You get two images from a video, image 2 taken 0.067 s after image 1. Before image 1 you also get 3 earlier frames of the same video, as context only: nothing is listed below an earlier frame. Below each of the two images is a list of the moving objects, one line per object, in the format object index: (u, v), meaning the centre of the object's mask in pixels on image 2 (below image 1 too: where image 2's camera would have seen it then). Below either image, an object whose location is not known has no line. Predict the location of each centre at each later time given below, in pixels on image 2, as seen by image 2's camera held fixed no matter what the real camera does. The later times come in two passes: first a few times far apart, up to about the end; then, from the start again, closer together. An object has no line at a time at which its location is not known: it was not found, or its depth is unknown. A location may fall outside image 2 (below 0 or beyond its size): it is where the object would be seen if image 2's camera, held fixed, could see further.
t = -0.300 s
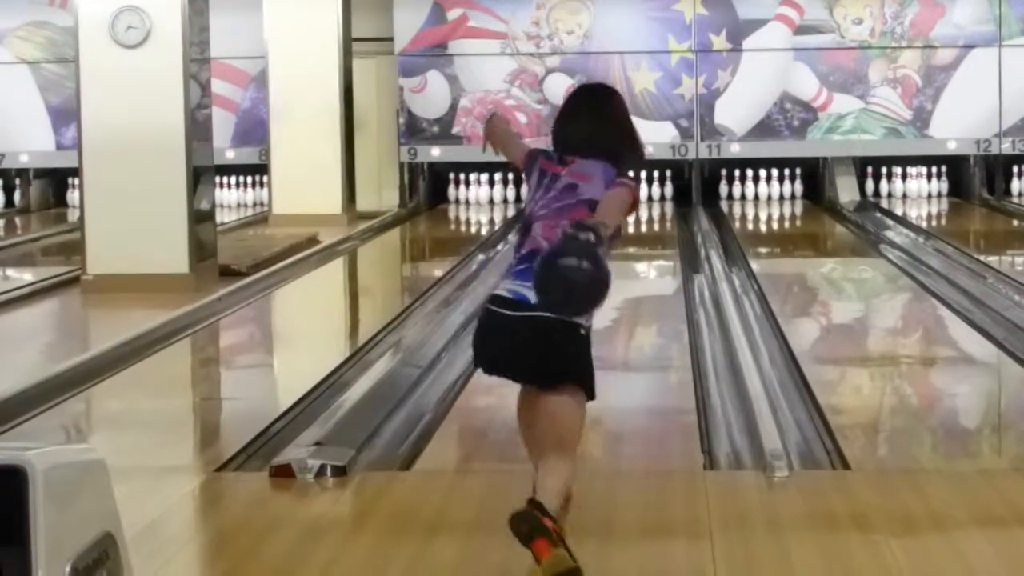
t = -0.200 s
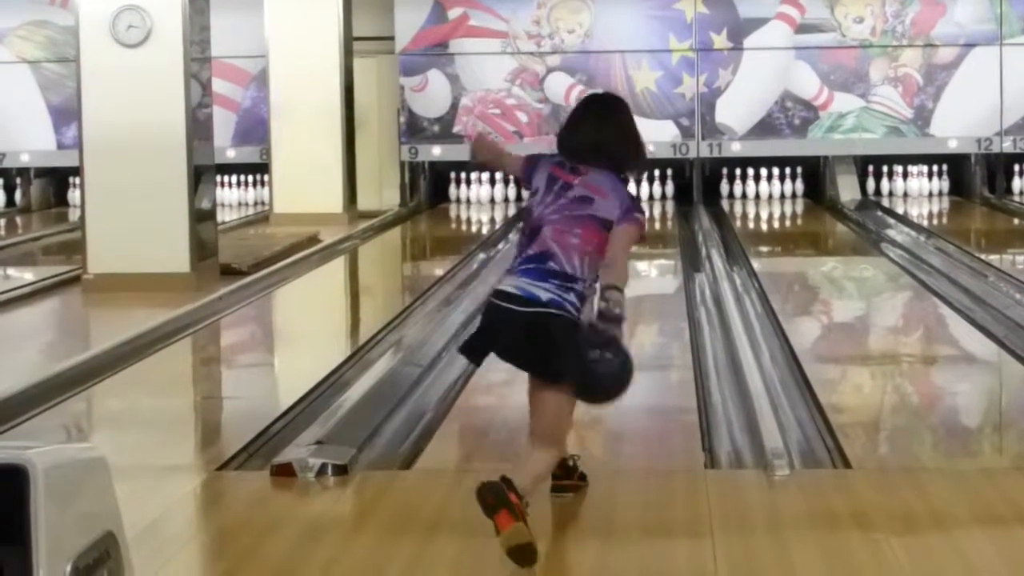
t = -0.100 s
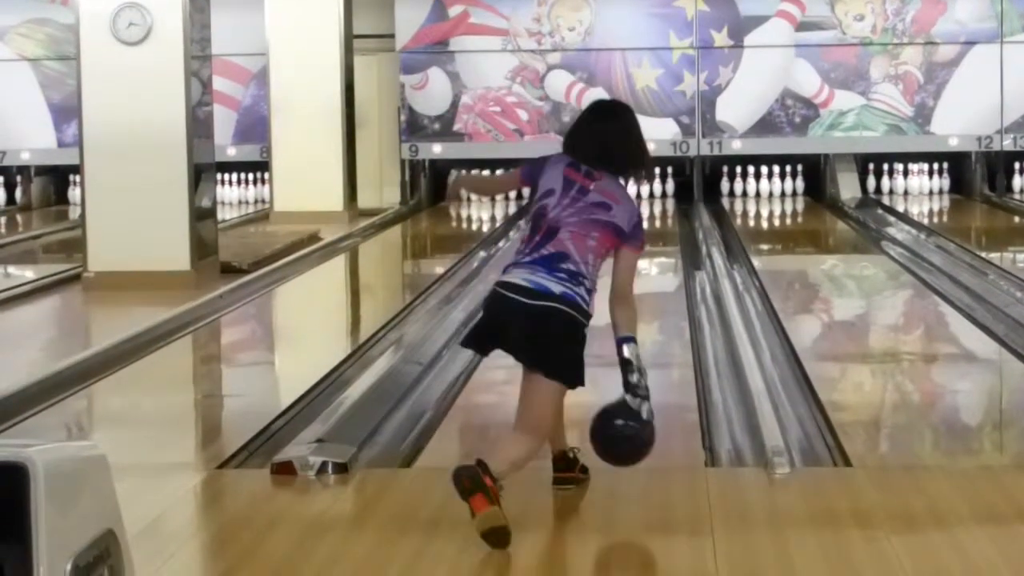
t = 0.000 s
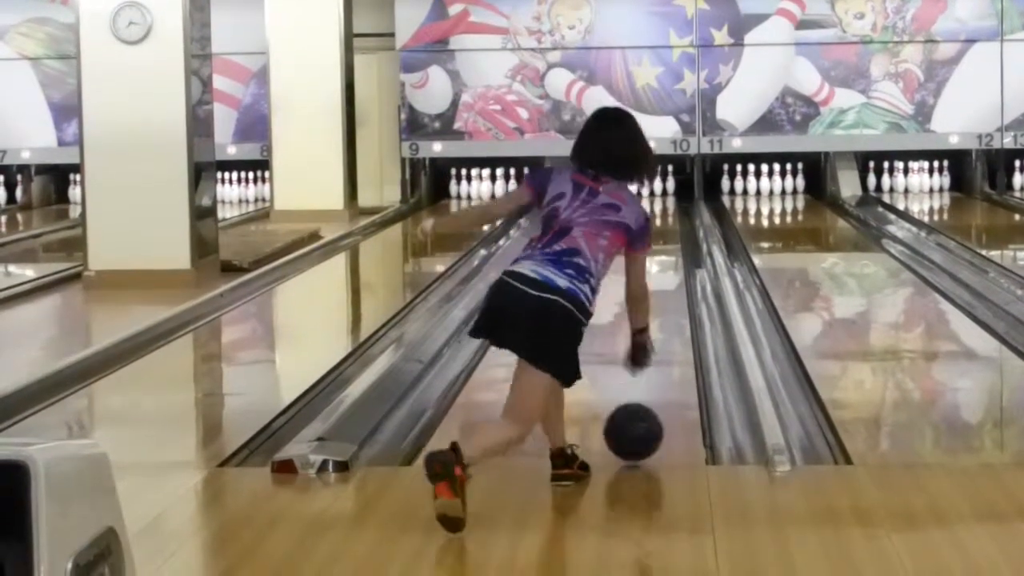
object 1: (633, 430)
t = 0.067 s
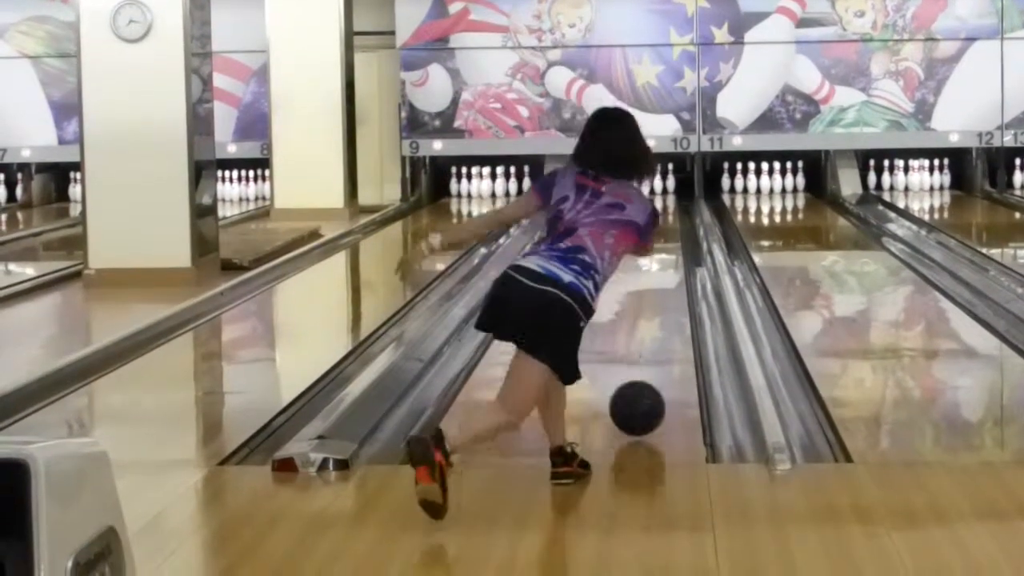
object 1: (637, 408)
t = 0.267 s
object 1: (644, 360)
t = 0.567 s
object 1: (652, 308)
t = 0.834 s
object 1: (655, 277)
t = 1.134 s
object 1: (658, 251)
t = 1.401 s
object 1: (661, 234)
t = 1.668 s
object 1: (658, 219)
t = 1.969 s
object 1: (657, 206)
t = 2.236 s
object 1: (653, 198)
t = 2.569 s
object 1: (650, 189)
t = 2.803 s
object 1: (651, 186)
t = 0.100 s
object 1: (639, 401)
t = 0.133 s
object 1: (640, 392)
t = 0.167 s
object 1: (641, 383)
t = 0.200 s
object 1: (642, 375)
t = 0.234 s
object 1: (643, 367)
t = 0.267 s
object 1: (644, 360)
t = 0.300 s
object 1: (645, 353)
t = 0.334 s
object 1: (647, 347)
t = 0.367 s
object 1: (647, 341)
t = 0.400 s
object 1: (648, 335)
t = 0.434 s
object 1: (649, 329)
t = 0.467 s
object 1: (650, 323)
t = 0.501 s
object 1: (650, 318)
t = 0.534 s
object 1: (651, 313)
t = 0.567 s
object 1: (652, 308)
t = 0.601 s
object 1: (654, 305)
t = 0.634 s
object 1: (657, 300)
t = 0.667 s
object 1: (657, 296)
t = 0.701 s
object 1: (657, 292)
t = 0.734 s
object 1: (657, 288)
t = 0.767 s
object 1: (656, 284)
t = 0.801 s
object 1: (655, 280)
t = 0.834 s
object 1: (655, 277)
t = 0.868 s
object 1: (656, 273)
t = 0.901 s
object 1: (656, 270)
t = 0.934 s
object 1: (656, 267)
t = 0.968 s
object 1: (657, 264)
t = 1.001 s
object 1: (657, 261)
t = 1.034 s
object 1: (657, 258)
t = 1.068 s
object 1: (658, 255)
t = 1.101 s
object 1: (658, 253)
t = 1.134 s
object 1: (658, 251)
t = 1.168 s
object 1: (658, 249)
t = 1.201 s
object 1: (658, 247)
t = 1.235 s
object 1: (664, 245)
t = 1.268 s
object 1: (662, 242)
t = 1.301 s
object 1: (661, 240)
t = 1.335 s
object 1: (662, 238)
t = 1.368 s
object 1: (661, 236)
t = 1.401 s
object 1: (661, 234)
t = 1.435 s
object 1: (660, 232)
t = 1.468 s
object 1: (659, 231)
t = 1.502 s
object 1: (659, 228)
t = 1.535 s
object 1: (658, 226)
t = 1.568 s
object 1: (658, 225)
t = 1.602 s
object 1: (658, 222)
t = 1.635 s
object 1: (658, 221)
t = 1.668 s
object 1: (658, 219)
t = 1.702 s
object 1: (658, 217)
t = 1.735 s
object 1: (658, 216)
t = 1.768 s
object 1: (658, 214)
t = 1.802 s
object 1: (658, 212)
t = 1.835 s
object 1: (658, 211)
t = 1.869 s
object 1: (658, 210)
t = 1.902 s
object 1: (657, 209)
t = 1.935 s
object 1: (657, 207)
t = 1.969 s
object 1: (657, 206)
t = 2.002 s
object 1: (659, 205)
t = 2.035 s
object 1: (662, 205)
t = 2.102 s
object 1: (650, 201)
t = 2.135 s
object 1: (655, 201)
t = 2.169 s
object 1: (655, 200)
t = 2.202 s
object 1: (654, 199)
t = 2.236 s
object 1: (653, 198)
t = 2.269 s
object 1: (652, 197)
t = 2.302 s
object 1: (652, 196)
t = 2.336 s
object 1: (651, 196)
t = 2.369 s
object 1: (650, 194)
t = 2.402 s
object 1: (648, 194)
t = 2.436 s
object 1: (643, 196)
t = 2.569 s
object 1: (650, 189)
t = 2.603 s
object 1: (648, 189)
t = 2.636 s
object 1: (648, 188)
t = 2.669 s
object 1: (648, 186)
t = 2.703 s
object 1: (649, 187)
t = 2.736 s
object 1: (649, 186)
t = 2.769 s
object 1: (652, 187)
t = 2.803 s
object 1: (651, 186)
